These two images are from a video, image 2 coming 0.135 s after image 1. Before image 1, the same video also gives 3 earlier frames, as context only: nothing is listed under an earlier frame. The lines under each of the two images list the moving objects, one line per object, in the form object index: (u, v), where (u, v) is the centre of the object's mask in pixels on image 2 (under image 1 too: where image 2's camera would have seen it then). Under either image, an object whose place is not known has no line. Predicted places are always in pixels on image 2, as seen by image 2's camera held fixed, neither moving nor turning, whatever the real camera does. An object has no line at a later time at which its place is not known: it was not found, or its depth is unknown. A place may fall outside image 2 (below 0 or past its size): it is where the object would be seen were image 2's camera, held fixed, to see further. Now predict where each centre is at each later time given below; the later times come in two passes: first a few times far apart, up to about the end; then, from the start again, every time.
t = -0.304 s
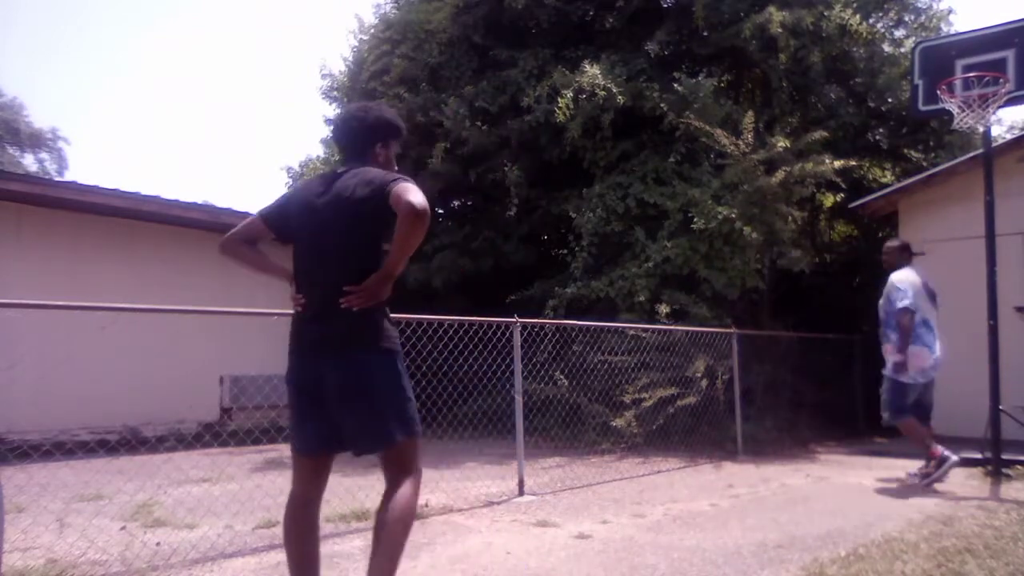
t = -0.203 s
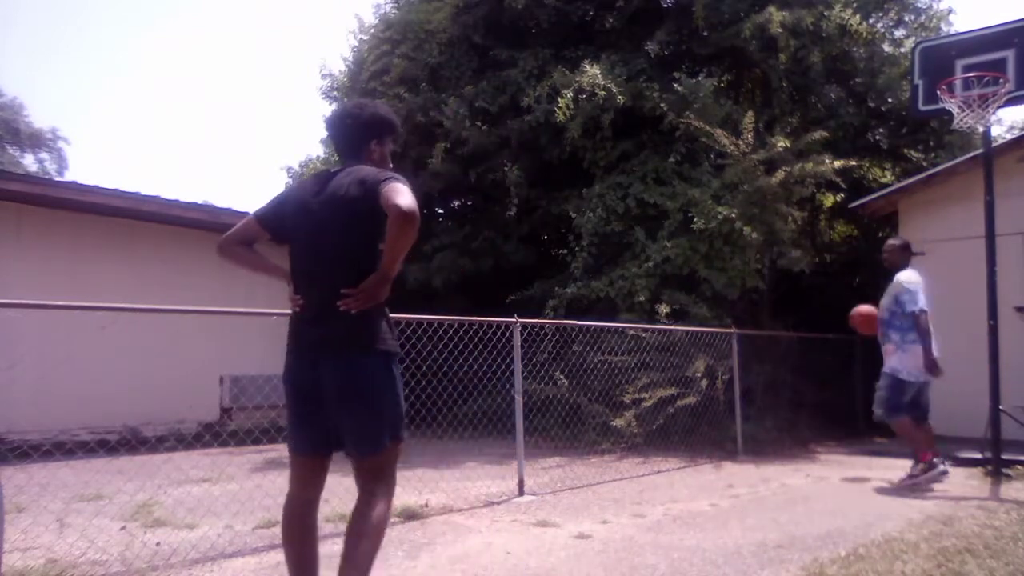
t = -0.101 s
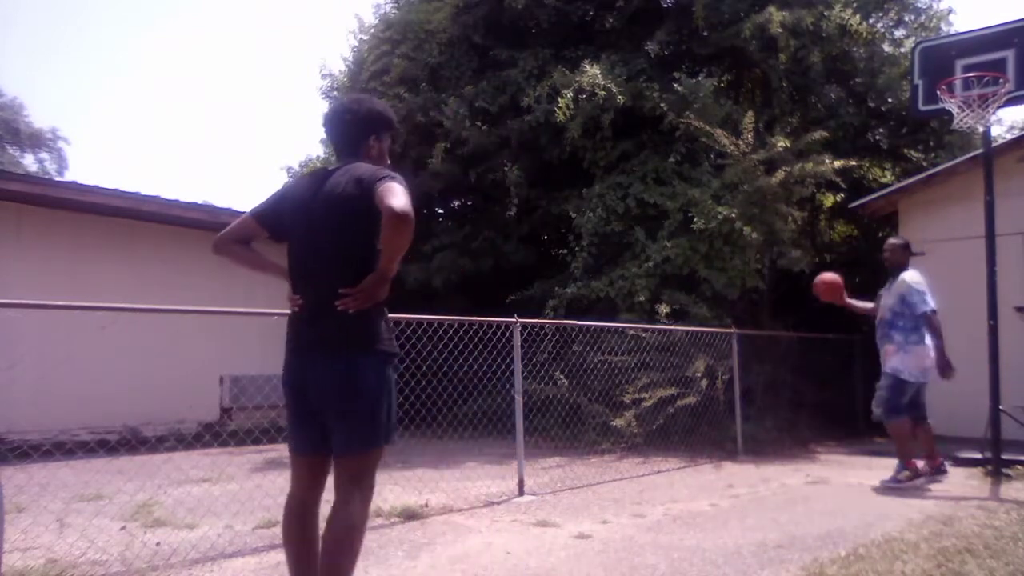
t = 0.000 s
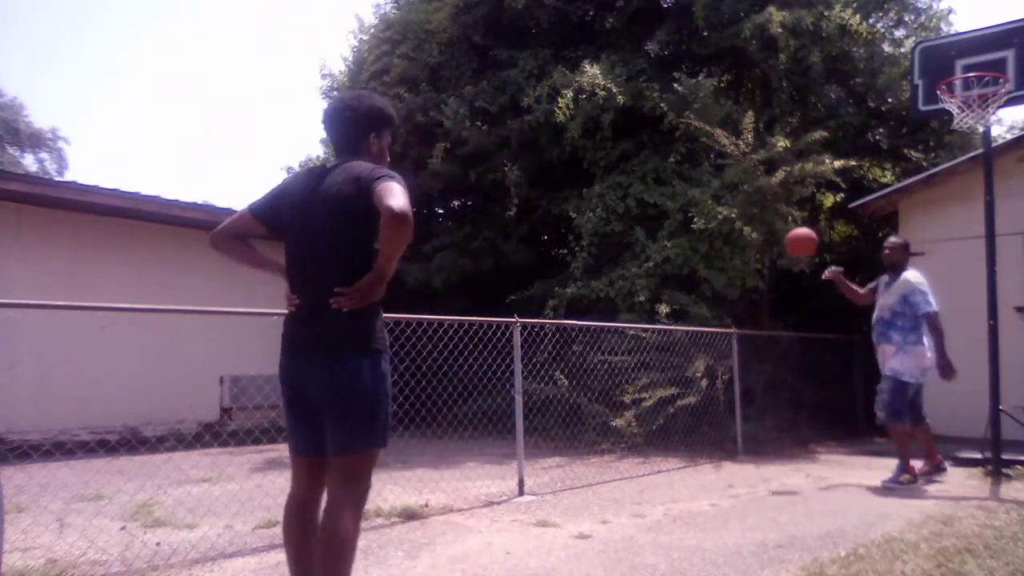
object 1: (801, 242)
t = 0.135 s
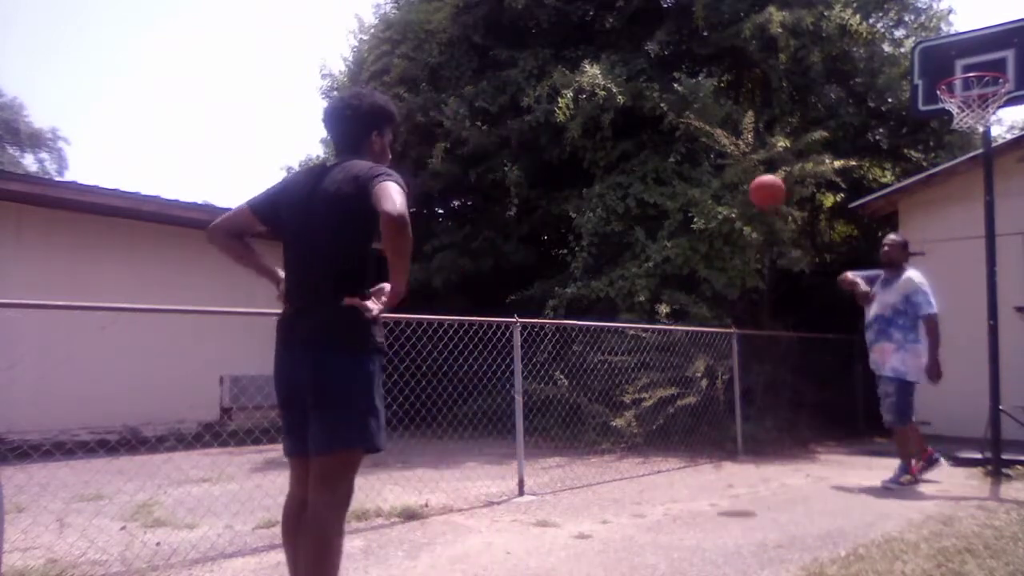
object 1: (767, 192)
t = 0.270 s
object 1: (725, 155)
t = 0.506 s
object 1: (615, 144)
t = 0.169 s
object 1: (757, 181)
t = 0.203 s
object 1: (747, 171)
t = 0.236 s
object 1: (736, 162)
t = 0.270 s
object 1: (725, 155)
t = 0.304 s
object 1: (712, 148)
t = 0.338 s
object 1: (699, 142)
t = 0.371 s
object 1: (685, 139)
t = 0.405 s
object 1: (670, 137)
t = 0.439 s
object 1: (653, 136)
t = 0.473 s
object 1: (635, 139)
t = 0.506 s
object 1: (615, 144)
